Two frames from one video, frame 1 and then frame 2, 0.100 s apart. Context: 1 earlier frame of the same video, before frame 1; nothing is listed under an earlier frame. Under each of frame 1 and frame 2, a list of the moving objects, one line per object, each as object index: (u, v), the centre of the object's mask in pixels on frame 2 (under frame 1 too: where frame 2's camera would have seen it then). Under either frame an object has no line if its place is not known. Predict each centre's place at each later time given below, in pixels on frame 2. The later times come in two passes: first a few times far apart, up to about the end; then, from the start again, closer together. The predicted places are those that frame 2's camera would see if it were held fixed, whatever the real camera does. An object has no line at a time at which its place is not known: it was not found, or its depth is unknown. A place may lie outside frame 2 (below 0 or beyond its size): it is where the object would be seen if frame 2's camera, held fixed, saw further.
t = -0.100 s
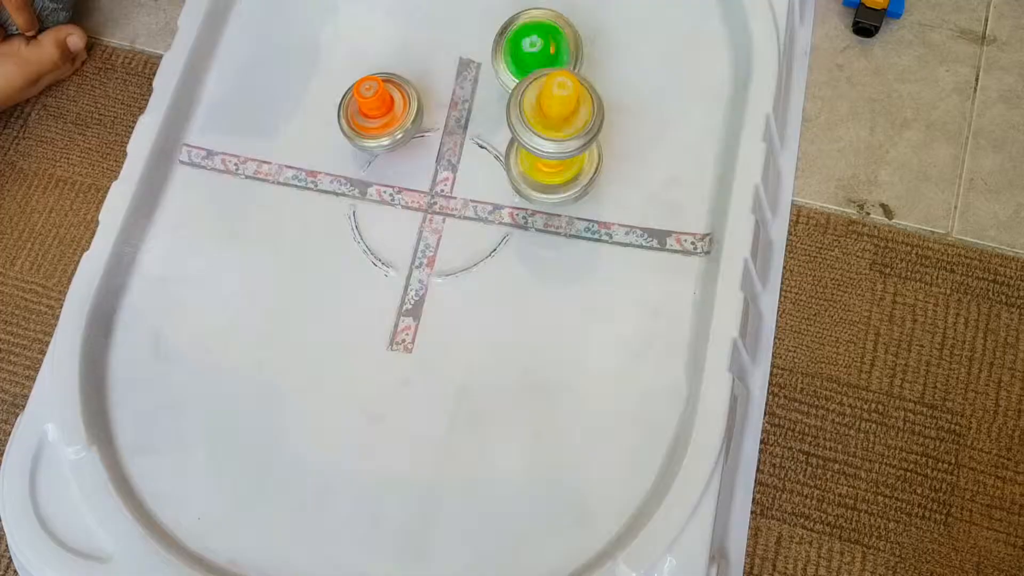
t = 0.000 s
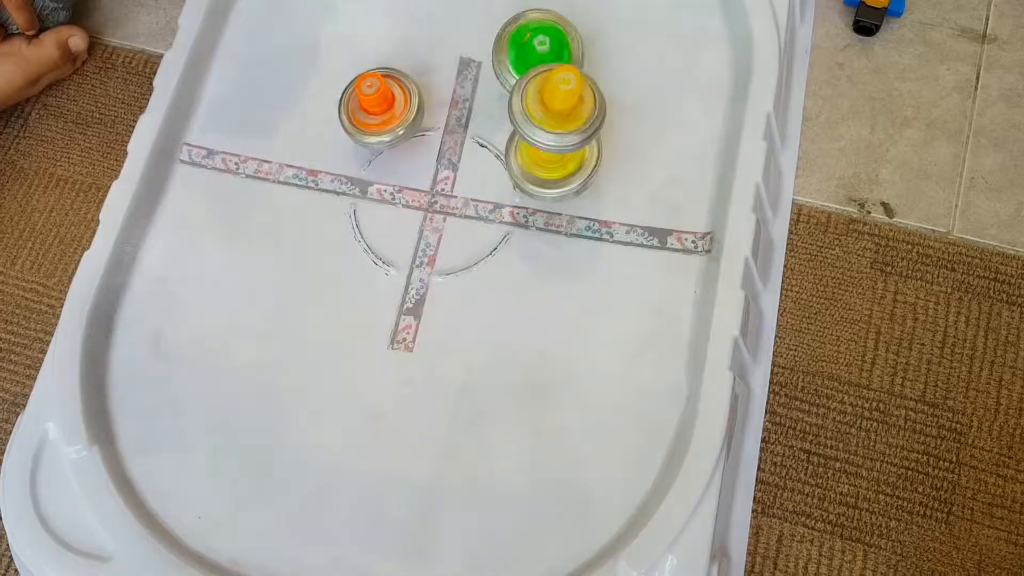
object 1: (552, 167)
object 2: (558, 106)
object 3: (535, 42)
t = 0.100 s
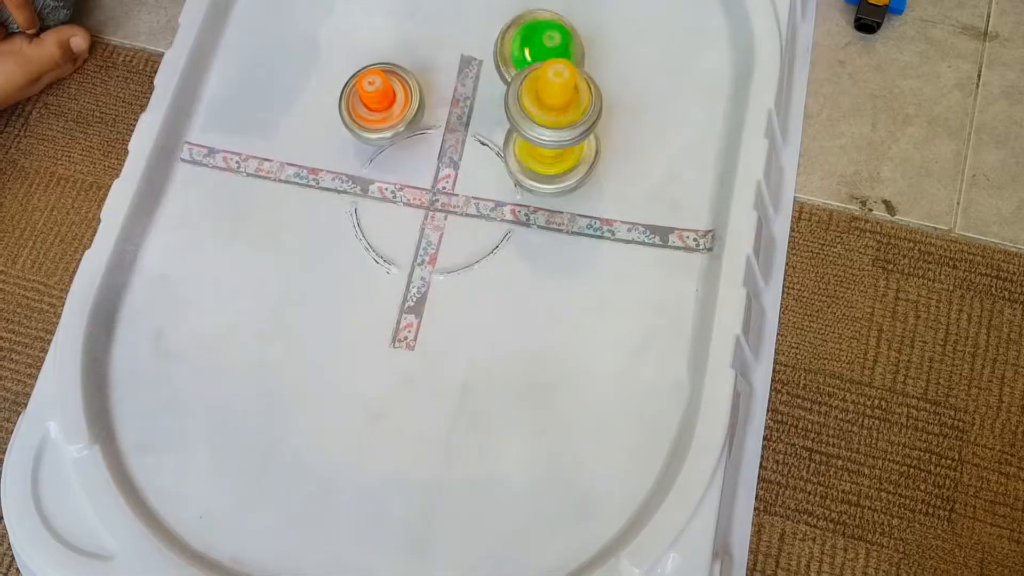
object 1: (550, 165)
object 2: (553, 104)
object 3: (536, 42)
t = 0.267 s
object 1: (544, 161)
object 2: (551, 99)
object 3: (535, 44)
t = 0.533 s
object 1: (543, 159)
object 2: (544, 94)
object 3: (550, 45)
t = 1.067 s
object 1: (545, 157)
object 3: (545, 44)
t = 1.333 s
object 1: (533, 186)
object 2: (569, 142)
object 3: (529, 20)
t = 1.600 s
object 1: (519, 224)
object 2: (649, 129)
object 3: (530, 20)
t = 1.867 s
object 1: (482, 290)
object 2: (621, 93)
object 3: (534, 28)
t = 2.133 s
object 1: (515, 284)
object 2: (571, 99)
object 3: (543, 30)
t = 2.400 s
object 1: (527, 252)
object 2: (530, 128)
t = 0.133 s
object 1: (549, 164)
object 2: (553, 104)
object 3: (535, 43)
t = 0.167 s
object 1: (547, 164)
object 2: (554, 102)
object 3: (533, 43)
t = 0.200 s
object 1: (547, 162)
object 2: (553, 100)
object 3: (533, 43)
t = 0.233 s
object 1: (547, 162)
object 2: (552, 99)
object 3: (534, 43)
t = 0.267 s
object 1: (544, 161)
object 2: (551, 99)
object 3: (535, 44)
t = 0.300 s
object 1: (546, 161)
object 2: (550, 98)
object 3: (535, 45)
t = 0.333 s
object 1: (544, 161)
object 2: (551, 96)
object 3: (536, 45)
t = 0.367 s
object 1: (544, 160)
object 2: (548, 95)
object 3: (539, 44)
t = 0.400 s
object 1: (544, 160)
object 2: (545, 94)
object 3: (541, 44)
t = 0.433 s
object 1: (542, 161)
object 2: (545, 96)
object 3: (544, 46)
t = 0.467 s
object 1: (543, 161)
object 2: (544, 96)
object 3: (545, 46)
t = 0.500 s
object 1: (544, 160)
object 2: (544, 95)
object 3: (548, 45)
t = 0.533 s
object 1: (543, 159)
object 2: (544, 94)
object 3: (550, 45)
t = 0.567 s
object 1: (545, 159)
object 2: (541, 93)
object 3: (552, 45)
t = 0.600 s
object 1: (544, 159)
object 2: (541, 93)
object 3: (553, 44)
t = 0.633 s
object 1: (545, 158)
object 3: (555, 44)
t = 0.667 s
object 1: (546, 157)
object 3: (556, 44)
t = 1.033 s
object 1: (546, 156)
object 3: (545, 44)
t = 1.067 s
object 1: (545, 157)
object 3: (545, 44)
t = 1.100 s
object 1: (546, 160)
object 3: (539, 43)
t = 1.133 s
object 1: (549, 166)
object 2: (534, 101)
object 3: (534, 37)
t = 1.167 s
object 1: (552, 168)
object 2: (534, 107)
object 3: (532, 34)
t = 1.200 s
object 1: (555, 170)
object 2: (532, 116)
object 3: (533, 30)
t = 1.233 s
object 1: (550, 177)
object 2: (535, 124)
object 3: (534, 25)
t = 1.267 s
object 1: (543, 186)
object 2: (542, 136)
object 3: (533, 21)
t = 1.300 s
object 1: (534, 188)
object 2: (554, 141)
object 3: (530, 20)
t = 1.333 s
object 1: (533, 186)
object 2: (569, 142)
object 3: (529, 20)
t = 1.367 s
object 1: (536, 182)
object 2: (586, 142)
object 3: (530, 21)
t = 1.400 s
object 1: (539, 180)
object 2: (604, 150)
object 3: (531, 21)
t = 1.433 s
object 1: (549, 181)
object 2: (631, 151)
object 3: (532, 20)
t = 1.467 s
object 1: (552, 187)
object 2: (663, 151)
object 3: (532, 19)
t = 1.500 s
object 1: (554, 188)
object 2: (691, 160)
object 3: (530, 19)
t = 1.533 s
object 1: (554, 191)
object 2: (659, 157)
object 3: (527, 20)
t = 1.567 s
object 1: (544, 204)
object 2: (644, 148)
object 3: (530, 20)
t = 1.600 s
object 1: (519, 224)
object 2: (649, 129)
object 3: (530, 20)
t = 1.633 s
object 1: (497, 243)
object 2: (649, 115)
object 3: (528, 21)
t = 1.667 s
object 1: (483, 259)
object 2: (647, 105)
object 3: (529, 22)
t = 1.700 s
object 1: (474, 271)
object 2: (643, 100)
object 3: (530, 22)
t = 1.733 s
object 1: (470, 281)
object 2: (639, 98)
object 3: (530, 24)
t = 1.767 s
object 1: (471, 286)
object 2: (636, 96)
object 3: (531, 25)
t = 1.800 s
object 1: (476, 289)
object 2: (632, 94)
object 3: (532, 26)
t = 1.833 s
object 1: (479, 290)
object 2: (627, 93)
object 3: (533, 27)
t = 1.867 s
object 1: (482, 290)
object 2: (621, 93)
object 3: (534, 28)
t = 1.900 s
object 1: (486, 292)
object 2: (615, 93)
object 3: (535, 28)
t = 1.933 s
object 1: (491, 291)
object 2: (608, 93)
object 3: (536, 29)
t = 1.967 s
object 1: (495, 291)
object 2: (602, 94)
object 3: (537, 30)
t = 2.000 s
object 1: (499, 290)
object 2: (595, 95)
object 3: (538, 30)
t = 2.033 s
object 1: (503, 289)
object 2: (588, 97)
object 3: (539, 31)
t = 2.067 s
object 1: (507, 287)
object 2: (581, 97)
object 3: (540, 31)
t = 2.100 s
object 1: (511, 286)
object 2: (576, 98)
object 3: (541, 31)
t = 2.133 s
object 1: (515, 284)
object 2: (571, 99)
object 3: (543, 30)
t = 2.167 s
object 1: (519, 281)
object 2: (567, 102)
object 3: (544, 29)
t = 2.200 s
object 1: (522, 277)
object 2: (562, 105)
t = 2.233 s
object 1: (524, 273)
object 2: (557, 106)
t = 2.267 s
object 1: (526, 270)
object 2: (551, 108)
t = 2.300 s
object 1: (527, 265)
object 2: (544, 112)
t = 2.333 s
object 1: (528, 260)
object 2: (538, 117)
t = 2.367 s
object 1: (528, 257)
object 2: (533, 123)
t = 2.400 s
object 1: (527, 252)
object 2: (530, 128)
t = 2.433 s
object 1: (526, 248)
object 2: (527, 133)
